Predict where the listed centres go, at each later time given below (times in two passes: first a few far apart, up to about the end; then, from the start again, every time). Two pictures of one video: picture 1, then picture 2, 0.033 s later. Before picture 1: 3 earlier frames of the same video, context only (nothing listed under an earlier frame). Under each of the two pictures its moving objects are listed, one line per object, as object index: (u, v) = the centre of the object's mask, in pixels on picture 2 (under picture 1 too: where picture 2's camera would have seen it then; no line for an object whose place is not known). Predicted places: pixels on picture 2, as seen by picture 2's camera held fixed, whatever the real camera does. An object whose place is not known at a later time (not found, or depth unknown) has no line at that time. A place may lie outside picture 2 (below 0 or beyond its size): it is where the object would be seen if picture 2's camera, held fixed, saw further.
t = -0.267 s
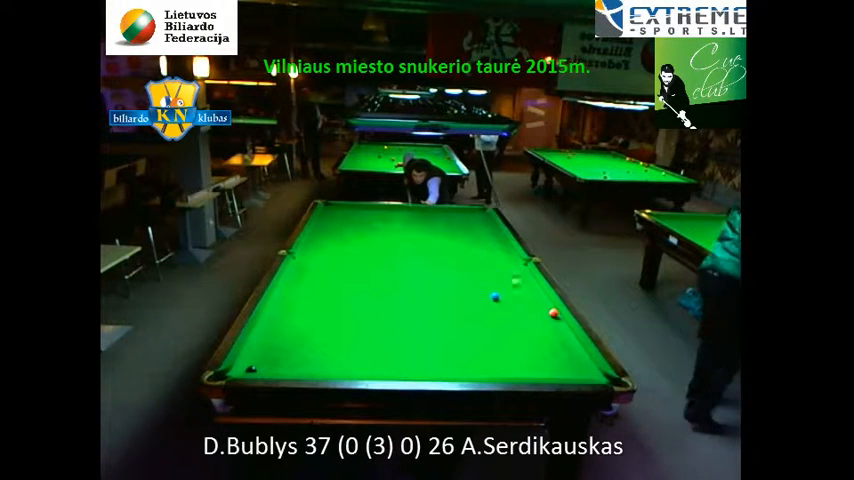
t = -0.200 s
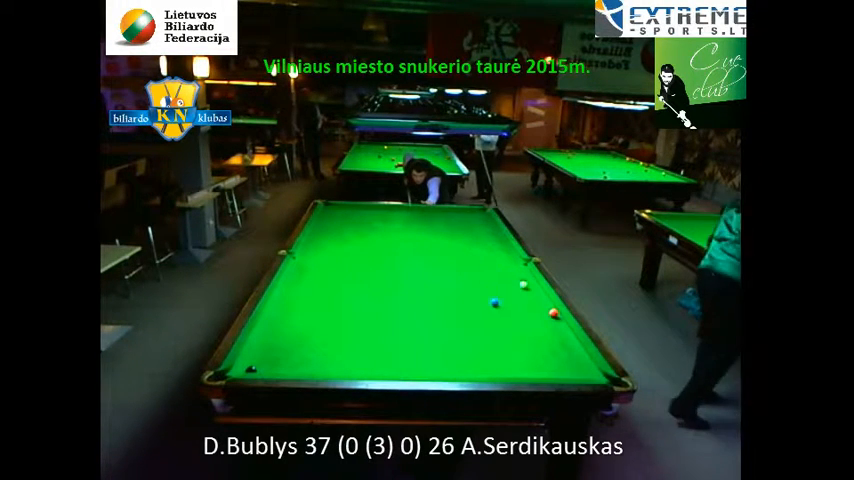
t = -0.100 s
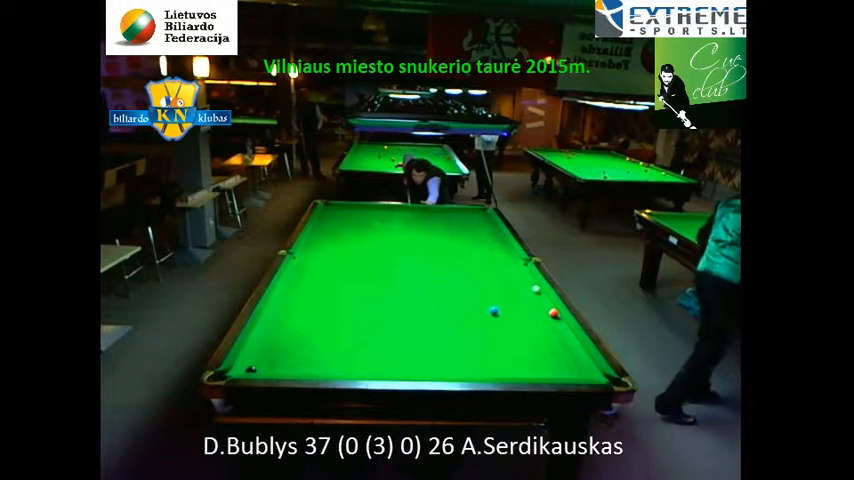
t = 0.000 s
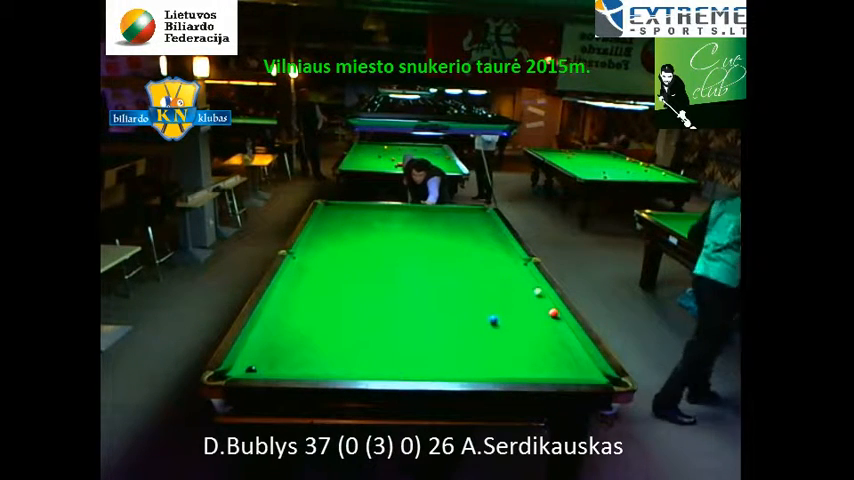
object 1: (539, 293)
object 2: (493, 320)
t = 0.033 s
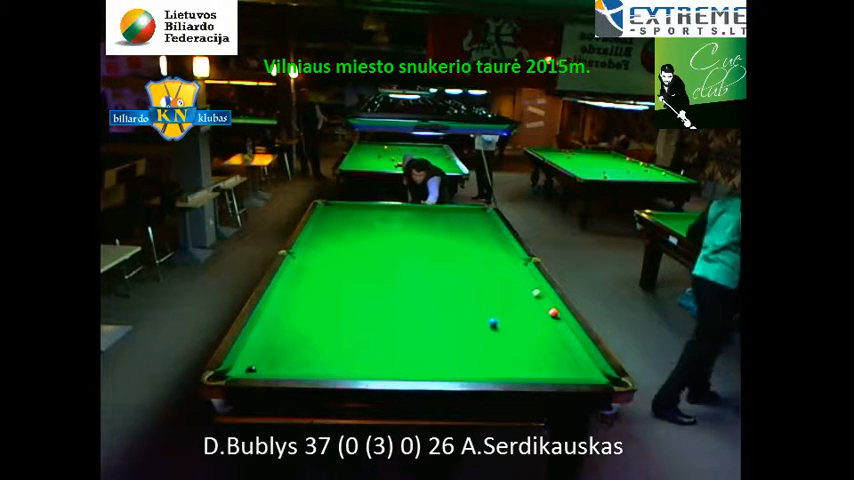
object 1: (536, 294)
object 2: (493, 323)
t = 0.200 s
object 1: (529, 298)
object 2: (492, 341)
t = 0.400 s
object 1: (519, 303)
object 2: (490, 365)
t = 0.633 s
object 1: (507, 309)
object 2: (479, 362)
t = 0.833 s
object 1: (497, 313)
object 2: (467, 345)
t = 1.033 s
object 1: (487, 318)
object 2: (457, 330)
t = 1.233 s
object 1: (477, 324)
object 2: (448, 317)
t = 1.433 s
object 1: (466, 329)
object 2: (440, 306)
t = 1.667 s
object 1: (454, 334)
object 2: (432, 294)
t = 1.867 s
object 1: (444, 340)
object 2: (425, 286)
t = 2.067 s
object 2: (419, 277)
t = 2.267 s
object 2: (414, 270)
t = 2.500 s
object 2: (408, 262)
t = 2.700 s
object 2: (404, 258)
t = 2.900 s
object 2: (401, 252)
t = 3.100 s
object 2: (397, 248)
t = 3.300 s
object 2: (394, 243)
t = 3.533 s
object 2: (391, 237)
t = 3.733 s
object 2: (389, 233)
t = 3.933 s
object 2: (386, 230)
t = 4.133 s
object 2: (384, 228)
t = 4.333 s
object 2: (382, 224)
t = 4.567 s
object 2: (381, 222)
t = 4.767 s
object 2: (379, 219)
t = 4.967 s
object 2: (377, 217)
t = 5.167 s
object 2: (376, 215)
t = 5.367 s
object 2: (375, 213)
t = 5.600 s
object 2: (375, 213)
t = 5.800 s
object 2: (374, 210)
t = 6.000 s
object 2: (373, 209)
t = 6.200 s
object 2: (373, 209)
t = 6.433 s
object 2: (372, 207)
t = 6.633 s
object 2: (371, 206)
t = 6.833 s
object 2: (370, 206)
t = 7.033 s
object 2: (370, 206)
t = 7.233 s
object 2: (370, 206)
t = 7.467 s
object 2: (369, 206)
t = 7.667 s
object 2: (369, 206)
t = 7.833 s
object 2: (368, 206)
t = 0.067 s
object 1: (535, 294)
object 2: (492, 326)
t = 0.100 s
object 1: (534, 295)
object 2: (492, 330)
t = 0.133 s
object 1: (532, 296)
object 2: (492, 333)
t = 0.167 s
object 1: (531, 297)
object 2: (492, 337)
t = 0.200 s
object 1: (529, 298)
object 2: (492, 341)
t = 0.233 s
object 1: (527, 299)
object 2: (491, 344)
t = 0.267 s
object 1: (525, 299)
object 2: (491, 348)
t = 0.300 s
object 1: (524, 300)
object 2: (491, 352)
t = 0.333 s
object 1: (522, 301)
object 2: (490, 356)
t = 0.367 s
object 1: (521, 302)
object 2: (490, 361)
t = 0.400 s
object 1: (519, 303)
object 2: (490, 365)
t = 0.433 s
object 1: (517, 303)
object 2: (490, 369)
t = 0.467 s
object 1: (516, 304)
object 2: (489, 372)
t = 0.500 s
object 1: (514, 305)
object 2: (488, 372)
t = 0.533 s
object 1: (512, 306)
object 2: (486, 371)
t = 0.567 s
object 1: (511, 307)
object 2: (483, 368)
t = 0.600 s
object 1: (510, 308)
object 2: (481, 365)
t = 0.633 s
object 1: (507, 309)
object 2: (479, 362)
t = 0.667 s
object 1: (505, 309)
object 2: (477, 359)
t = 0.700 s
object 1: (504, 310)
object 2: (475, 356)
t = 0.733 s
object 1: (502, 311)
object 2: (473, 353)
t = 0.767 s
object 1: (501, 312)
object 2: (471, 350)
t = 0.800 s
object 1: (499, 313)
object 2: (469, 347)
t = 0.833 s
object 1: (497, 313)
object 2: (467, 345)
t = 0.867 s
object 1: (495, 314)
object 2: (466, 342)
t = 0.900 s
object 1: (494, 315)
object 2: (464, 339)
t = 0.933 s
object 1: (492, 316)
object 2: (462, 337)
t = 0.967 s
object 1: (490, 317)
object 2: (460, 335)
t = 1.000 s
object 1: (488, 318)
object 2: (459, 332)
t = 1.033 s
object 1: (487, 318)
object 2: (457, 330)
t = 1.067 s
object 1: (486, 320)
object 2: (455, 328)
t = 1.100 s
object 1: (483, 320)
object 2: (454, 326)
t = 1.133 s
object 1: (482, 321)
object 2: (453, 324)
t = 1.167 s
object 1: (480, 322)
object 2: (451, 321)
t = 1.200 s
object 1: (478, 323)
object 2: (450, 319)
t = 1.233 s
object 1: (477, 324)
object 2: (448, 317)
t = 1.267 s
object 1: (475, 325)
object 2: (447, 315)
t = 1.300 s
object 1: (473, 326)
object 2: (446, 313)
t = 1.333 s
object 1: (471, 326)
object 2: (444, 311)
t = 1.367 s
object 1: (470, 327)
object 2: (443, 309)
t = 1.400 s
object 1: (468, 328)
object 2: (442, 307)
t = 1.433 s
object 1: (466, 329)
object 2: (440, 306)
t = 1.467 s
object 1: (465, 329)
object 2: (439, 304)
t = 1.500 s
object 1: (463, 330)
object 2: (437, 302)
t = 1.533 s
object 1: (461, 331)
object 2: (436, 301)
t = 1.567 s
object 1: (459, 332)
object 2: (435, 299)
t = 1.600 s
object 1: (458, 333)
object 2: (434, 297)
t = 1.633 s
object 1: (456, 333)
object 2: (433, 296)
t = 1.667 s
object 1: (454, 334)
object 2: (432, 294)
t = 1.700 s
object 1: (452, 335)
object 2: (430, 293)
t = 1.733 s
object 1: (451, 336)
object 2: (430, 291)
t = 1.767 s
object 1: (449, 336)
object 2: (428, 289)
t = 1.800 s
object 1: (447, 337)
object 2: (427, 288)
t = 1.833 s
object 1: (446, 338)
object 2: (426, 288)
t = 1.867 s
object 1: (444, 340)
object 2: (425, 286)
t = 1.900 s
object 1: (442, 341)
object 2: (424, 284)
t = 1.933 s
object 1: (440, 341)
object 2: (423, 282)
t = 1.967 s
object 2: (422, 281)
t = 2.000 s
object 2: (421, 280)
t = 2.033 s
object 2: (420, 278)
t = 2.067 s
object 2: (419, 277)
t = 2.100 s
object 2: (418, 276)
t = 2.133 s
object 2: (417, 276)
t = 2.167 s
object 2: (417, 273)
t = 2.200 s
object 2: (416, 272)
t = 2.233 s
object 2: (415, 271)
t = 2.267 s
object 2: (414, 270)
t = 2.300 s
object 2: (413, 268)
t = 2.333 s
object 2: (413, 267)
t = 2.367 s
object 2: (412, 267)
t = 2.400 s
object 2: (411, 266)
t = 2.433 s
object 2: (410, 264)
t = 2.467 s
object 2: (409, 264)
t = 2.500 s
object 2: (408, 262)
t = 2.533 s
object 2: (408, 261)
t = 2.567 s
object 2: (407, 261)
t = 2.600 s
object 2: (406, 260)
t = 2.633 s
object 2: (406, 259)
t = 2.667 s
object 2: (405, 258)
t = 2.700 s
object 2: (404, 258)
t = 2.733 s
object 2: (404, 256)
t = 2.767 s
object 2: (403, 255)
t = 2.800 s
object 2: (403, 253)
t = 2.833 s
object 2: (402, 253)
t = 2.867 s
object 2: (401, 252)
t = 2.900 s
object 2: (401, 252)
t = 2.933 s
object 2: (400, 251)
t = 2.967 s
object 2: (400, 250)
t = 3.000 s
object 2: (399, 249)
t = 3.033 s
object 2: (398, 248)
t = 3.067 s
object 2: (398, 248)
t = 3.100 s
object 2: (397, 248)
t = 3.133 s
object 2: (397, 247)
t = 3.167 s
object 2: (397, 247)
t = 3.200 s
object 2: (396, 246)
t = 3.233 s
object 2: (395, 244)
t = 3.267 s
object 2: (394, 244)
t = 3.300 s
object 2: (394, 243)
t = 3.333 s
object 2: (393, 241)
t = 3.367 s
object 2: (393, 240)
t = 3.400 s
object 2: (393, 240)
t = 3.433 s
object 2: (393, 240)
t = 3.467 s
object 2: (392, 239)
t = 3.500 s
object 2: (391, 238)
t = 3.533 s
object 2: (391, 237)
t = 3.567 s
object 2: (391, 237)
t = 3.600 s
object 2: (391, 237)
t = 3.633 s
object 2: (391, 236)
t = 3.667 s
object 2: (390, 236)
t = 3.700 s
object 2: (389, 234)
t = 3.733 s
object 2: (389, 233)
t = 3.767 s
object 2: (389, 233)
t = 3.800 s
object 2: (388, 232)
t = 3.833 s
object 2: (388, 232)
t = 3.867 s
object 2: (387, 231)
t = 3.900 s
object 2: (387, 231)
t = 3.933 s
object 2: (386, 230)
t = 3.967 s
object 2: (386, 229)
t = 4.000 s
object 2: (386, 229)
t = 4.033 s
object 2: (386, 229)
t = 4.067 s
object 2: (385, 228)
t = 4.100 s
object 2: (385, 228)
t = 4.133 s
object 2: (384, 228)
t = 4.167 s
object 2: (384, 228)
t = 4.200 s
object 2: (384, 227)
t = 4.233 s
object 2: (384, 227)
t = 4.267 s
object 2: (383, 226)
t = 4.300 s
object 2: (383, 226)
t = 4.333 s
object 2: (382, 224)
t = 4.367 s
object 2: (382, 223)
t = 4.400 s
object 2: (381, 223)
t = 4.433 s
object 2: (381, 223)
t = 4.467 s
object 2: (381, 223)
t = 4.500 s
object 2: (381, 222)
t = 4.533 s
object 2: (381, 222)
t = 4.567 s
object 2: (381, 222)
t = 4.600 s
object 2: (380, 221)
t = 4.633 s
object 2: (380, 220)
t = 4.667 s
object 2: (380, 220)
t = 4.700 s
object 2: (380, 220)
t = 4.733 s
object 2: (380, 220)
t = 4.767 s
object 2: (379, 219)
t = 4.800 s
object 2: (379, 219)
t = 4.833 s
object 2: (377, 217)
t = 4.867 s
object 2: (378, 218)
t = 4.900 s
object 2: (377, 217)
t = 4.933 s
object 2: (377, 217)
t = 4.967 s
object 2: (377, 217)
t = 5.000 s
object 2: (377, 217)
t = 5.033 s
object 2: (377, 216)
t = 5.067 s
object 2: (377, 216)
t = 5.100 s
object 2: (377, 216)
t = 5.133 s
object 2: (377, 216)
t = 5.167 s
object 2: (376, 215)
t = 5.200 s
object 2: (376, 215)
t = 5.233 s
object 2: (376, 215)
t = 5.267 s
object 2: (375, 214)
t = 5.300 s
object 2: (375, 214)
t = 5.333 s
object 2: (375, 214)
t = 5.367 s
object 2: (375, 213)
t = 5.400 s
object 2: (375, 213)
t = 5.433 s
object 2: (375, 213)
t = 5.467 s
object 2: (375, 213)
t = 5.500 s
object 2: (375, 213)
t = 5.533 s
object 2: (375, 213)
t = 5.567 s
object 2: (375, 213)
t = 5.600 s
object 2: (375, 213)
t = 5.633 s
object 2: (375, 212)
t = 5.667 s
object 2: (374, 212)
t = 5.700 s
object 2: (374, 211)
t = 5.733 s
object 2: (374, 211)
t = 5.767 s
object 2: (374, 211)
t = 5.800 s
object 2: (374, 210)
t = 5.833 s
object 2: (373, 210)
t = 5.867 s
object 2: (373, 210)
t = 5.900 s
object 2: (373, 210)
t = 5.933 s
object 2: (373, 209)
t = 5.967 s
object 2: (373, 209)
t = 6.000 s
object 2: (373, 209)
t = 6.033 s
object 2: (373, 209)
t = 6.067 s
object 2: (373, 209)
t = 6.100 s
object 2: (373, 209)
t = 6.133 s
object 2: (373, 209)
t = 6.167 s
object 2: (373, 209)
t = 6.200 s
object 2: (373, 209)
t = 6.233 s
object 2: (373, 208)
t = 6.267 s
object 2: (372, 208)
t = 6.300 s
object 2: (372, 208)
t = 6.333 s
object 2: (372, 208)
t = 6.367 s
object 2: (372, 208)
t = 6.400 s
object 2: (372, 207)
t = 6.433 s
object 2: (372, 207)
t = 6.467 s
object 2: (372, 207)
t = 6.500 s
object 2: (372, 207)
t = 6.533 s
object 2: (371, 207)
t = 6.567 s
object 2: (371, 206)
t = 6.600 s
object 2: (371, 206)
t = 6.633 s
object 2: (371, 206)
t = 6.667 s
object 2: (371, 206)
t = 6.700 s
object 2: (371, 206)
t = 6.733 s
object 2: (371, 206)
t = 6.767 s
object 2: (370, 206)
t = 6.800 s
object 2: (370, 206)
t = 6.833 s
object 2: (370, 206)
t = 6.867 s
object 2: (370, 206)
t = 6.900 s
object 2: (370, 206)
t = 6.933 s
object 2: (370, 206)
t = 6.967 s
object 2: (370, 206)
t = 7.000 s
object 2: (370, 206)
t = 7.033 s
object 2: (370, 206)
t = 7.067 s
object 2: (370, 206)
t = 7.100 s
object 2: (370, 206)
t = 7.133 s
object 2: (370, 206)
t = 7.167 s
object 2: (370, 206)
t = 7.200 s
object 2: (370, 206)
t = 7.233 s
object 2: (370, 206)
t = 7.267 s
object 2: (370, 206)
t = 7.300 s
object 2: (369, 206)
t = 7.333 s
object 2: (369, 206)
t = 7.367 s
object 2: (369, 206)
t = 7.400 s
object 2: (369, 206)
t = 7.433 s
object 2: (369, 206)
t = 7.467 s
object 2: (369, 206)
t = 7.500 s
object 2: (369, 206)
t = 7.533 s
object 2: (369, 206)
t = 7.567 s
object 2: (369, 206)
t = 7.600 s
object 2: (369, 206)
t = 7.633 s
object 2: (369, 206)
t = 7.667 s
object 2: (369, 206)
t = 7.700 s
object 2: (369, 206)
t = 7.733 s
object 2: (369, 206)
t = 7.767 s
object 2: (369, 206)
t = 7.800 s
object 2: (369, 206)
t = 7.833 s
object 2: (368, 206)
